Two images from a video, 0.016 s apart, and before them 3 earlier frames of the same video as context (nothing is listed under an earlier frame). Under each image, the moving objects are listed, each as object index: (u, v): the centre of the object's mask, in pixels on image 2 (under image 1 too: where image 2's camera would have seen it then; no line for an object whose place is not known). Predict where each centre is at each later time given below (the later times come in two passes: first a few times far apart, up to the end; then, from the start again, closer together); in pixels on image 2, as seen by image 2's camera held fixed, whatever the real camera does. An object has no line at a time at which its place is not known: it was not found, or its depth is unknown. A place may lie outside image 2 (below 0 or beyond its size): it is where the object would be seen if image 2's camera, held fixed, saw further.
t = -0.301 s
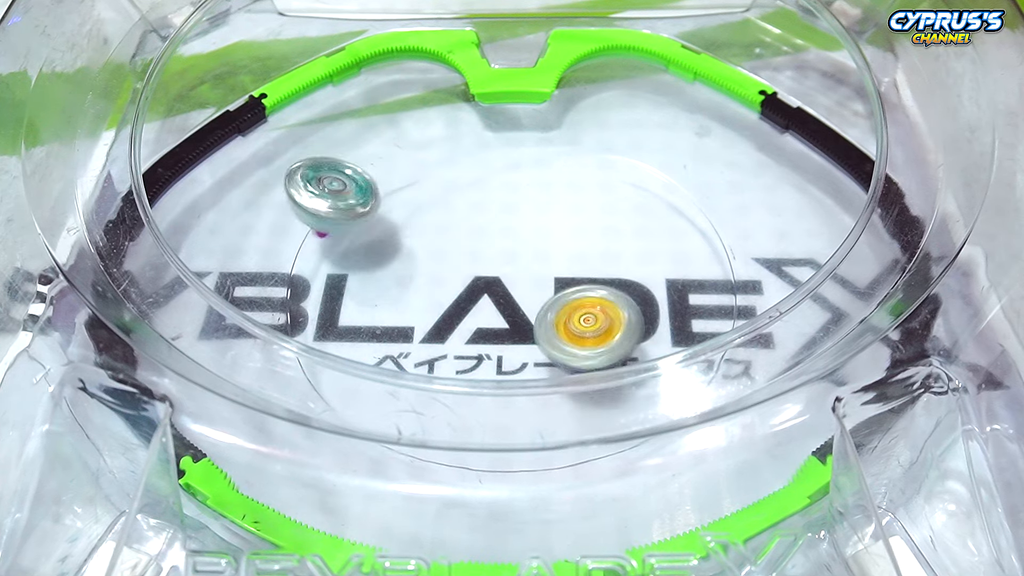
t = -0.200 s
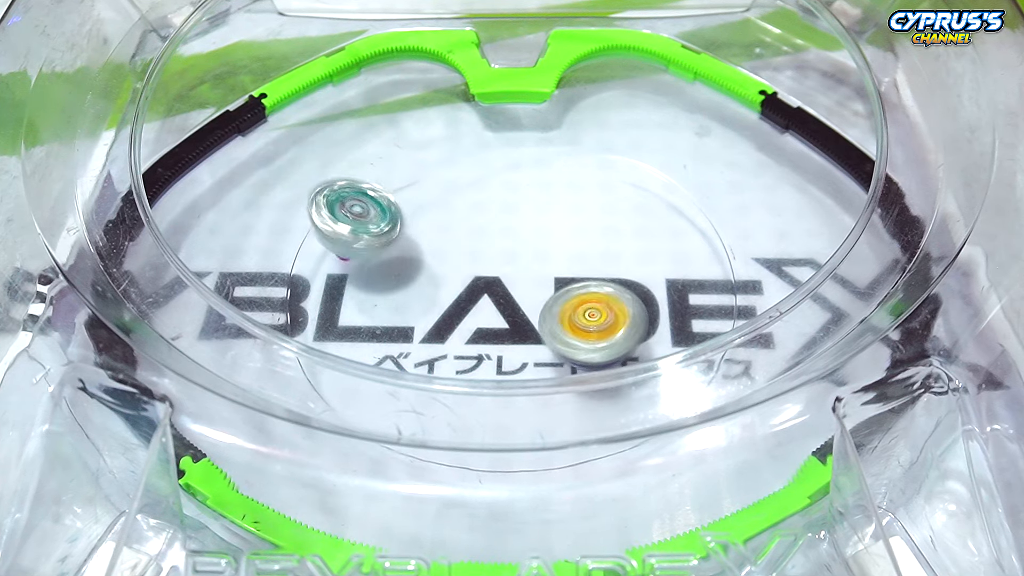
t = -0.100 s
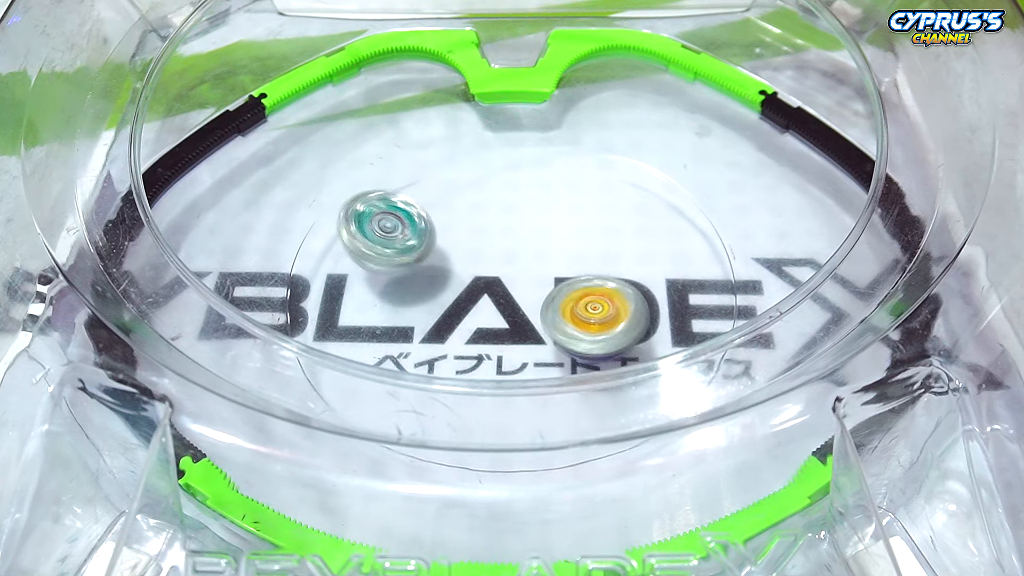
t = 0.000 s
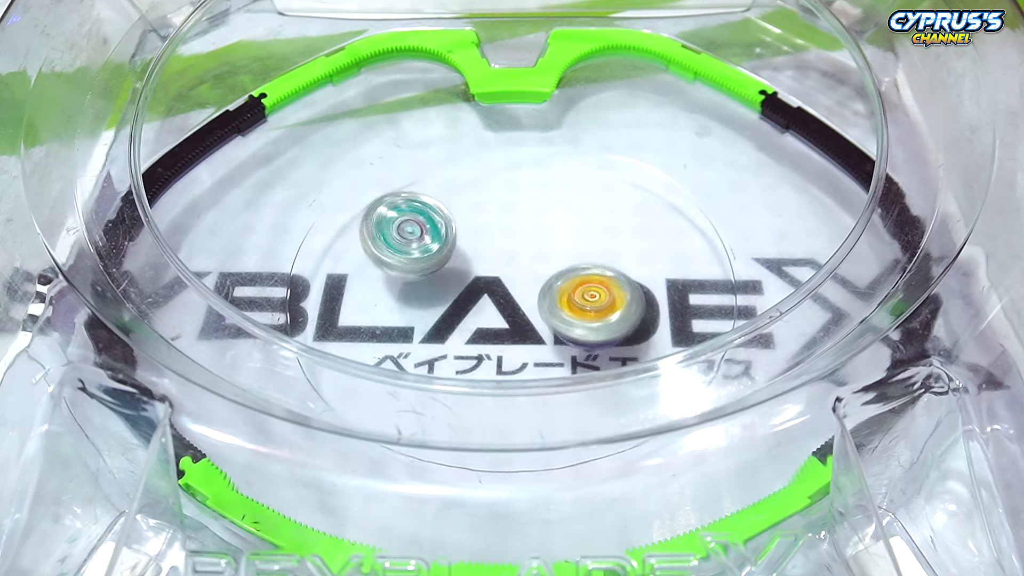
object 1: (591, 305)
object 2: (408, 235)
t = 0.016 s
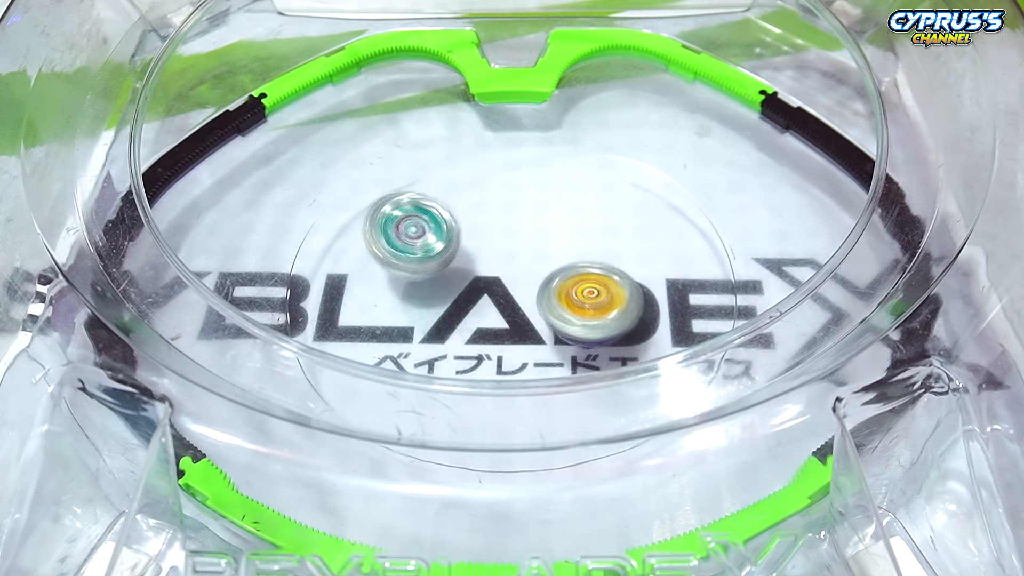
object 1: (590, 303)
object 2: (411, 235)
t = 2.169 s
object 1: (580, 267)
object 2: (465, 251)
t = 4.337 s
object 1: (402, 291)
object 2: (561, 325)
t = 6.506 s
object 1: (623, 329)
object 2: (486, 155)
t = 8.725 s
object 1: (567, 278)
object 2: (499, 233)
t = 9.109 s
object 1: (514, 296)
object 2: (544, 239)
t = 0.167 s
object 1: (571, 278)
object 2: (471, 226)
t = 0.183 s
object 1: (568, 274)
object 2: (480, 224)
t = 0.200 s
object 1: (566, 271)
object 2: (488, 222)
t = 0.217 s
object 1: (570, 273)
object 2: (492, 215)
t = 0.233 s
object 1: (574, 275)
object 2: (494, 208)
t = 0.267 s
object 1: (579, 277)
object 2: (497, 197)
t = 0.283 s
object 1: (580, 277)
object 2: (500, 193)
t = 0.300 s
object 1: (581, 276)
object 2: (502, 190)
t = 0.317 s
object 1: (581, 275)
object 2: (505, 187)
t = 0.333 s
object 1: (580, 274)
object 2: (508, 185)
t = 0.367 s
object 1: (580, 271)
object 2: (513, 183)
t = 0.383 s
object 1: (580, 270)
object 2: (516, 182)
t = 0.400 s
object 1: (580, 268)
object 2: (518, 181)
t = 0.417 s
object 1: (579, 266)
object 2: (521, 181)
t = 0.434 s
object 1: (579, 265)
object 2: (522, 181)
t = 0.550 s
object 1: (573, 254)
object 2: (528, 181)
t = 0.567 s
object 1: (572, 253)
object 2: (529, 182)
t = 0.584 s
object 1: (571, 251)
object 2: (530, 182)
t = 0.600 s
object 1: (571, 252)
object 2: (529, 181)
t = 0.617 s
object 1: (573, 262)
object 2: (528, 172)
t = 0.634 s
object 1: (573, 270)
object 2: (526, 166)
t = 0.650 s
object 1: (573, 277)
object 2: (525, 159)
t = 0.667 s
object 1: (573, 282)
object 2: (525, 157)
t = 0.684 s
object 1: (572, 284)
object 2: (524, 155)
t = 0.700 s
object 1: (572, 286)
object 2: (524, 155)
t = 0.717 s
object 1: (572, 287)
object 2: (524, 155)
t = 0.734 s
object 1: (572, 288)
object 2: (524, 157)
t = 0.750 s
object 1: (573, 290)
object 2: (523, 158)
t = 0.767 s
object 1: (572, 291)
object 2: (523, 160)
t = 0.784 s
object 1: (571, 292)
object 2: (522, 161)
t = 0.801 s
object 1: (571, 294)
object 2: (521, 163)
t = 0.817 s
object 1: (569, 295)
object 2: (520, 164)
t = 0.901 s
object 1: (563, 299)
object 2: (515, 173)
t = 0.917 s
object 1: (561, 300)
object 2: (513, 176)
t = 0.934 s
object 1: (559, 301)
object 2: (512, 179)
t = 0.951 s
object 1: (557, 301)
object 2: (509, 185)
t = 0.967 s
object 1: (555, 302)
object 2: (507, 189)
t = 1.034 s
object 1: (544, 302)
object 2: (499, 217)
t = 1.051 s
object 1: (542, 302)
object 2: (496, 226)
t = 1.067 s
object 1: (540, 303)
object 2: (494, 233)
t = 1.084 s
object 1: (540, 307)
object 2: (489, 235)
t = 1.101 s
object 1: (540, 314)
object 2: (486, 235)
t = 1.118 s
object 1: (537, 318)
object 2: (483, 236)
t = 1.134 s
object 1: (534, 323)
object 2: (481, 237)
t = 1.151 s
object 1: (531, 326)
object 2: (480, 238)
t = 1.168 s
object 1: (529, 328)
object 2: (479, 238)
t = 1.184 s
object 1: (527, 328)
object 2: (478, 239)
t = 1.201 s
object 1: (526, 327)
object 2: (477, 240)
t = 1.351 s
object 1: (518, 319)
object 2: (468, 245)
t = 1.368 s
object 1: (517, 317)
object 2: (467, 246)
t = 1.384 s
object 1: (515, 315)
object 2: (466, 245)
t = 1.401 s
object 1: (514, 313)
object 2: (465, 245)
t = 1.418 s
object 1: (514, 311)
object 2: (464, 245)
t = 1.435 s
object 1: (515, 316)
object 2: (462, 241)
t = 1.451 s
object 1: (519, 324)
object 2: (456, 230)
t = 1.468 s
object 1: (522, 329)
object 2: (449, 220)
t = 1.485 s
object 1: (523, 333)
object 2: (443, 210)
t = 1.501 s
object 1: (524, 334)
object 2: (437, 204)
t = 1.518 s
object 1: (523, 334)
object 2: (430, 194)
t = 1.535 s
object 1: (524, 334)
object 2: (422, 187)
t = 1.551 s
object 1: (525, 333)
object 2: (415, 182)
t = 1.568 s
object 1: (527, 332)
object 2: (408, 177)
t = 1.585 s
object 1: (529, 333)
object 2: (401, 174)
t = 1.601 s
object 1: (529, 333)
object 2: (396, 170)
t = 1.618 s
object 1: (530, 333)
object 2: (392, 169)
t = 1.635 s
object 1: (530, 332)
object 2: (388, 167)
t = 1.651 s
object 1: (531, 331)
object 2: (386, 166)
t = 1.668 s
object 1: (532, 330)
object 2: (384, 166)
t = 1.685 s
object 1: (533, 329)
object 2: (384, 165)
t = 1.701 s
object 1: (534, 328)
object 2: (383, 166)
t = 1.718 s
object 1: (535, 328)
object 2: (382, 165)
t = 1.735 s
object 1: (535, 326)
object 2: (382, 167)
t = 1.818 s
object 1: (541, 319)
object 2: (380, 170)
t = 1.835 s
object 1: (542, 317)
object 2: (380, 170)
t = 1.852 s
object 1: (543, 315)
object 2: (380, 171)
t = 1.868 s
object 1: (544, 313)
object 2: (381, 172)
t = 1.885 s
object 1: (545, 311)
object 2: (381, 173)
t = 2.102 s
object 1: (554, 273)
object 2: (437, 229)
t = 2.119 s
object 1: (555, 270)
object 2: (448, 238)
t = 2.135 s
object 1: (557, 267)
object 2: (460, 245)
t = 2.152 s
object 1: (564, 265)
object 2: (466, 248)
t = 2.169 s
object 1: (580, 267)
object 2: (465, 251)
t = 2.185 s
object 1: (598, 268)
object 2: (463, 251)
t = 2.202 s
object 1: (617, 269)
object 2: (462, 252)
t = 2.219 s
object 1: (631, 270)
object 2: (463, 254)
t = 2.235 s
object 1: (643, 270)
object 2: (465, 255)
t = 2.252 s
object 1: (652, 268)
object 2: (467, 257)
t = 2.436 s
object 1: (719, 245)
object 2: (500, 287)
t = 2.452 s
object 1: (722, 244)
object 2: (505, 291)
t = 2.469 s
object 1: (722, 243)
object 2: (509, 292)
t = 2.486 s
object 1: (721, 243)
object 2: (512, 294)
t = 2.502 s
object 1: (718, 242)
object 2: (516, 297)
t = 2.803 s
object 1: (665, 249)
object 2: (538, 311)
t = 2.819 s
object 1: (658, 250)
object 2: (538, 311)
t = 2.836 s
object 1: (651, 250)
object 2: (539, 311)
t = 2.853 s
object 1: (643, 250)
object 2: (539, 311)
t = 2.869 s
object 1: (635, 250)
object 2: (539, 311)
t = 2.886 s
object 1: (625, 250)
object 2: (539, 311)
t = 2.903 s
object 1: (615, 251)
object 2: (539, 310)
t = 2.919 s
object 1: (605, 250)
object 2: (539, 311)
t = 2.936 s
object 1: (599, 245)
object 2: (535, 313)
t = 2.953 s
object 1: (600, 235)
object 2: (525, 316)
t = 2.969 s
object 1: (600, 229)
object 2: (515, 321)
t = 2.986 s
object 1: (598, 222)
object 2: (507, 323)
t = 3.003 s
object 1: (596, 215)
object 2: (501, 323)
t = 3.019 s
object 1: (591, 209)
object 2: (497, 324)
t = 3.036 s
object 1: (585, 204)
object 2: (493, 322)
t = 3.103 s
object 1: (558, 187)
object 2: (482, 318)
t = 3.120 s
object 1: (552, 183)
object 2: (478, 317)
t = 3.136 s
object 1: (546, 179)
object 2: (476, 316)
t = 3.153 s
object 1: (539, 176)
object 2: (474, 314)
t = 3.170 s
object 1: (534, 172)
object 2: (471, 311)
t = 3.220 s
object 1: (517, 164)
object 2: (463, 303)
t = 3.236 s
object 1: (513, 161)
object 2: (460, 301)
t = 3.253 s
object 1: (508, 159)
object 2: (458, 298)
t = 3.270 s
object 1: (503, 157)
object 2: (456, 294)
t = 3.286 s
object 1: (498, 155)
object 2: (454, 291)
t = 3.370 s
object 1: (478, 148)
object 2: (448, 272)
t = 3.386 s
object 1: (475, 147)
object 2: (447, 269)
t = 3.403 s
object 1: (471, 147)
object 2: (447, 263)
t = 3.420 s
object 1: (468, 146)
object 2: (447, 260)
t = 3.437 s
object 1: (465, 146)
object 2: (447, 257)
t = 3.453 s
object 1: (462, 146)
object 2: (447, 252)
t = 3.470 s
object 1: (460, 146)
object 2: (447, 249)
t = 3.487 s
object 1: (457, 147)
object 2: (448, 245)
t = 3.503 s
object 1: (455, 147)
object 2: (449, 241)
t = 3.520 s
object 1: (453, 148)
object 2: (450, 238)
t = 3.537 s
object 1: (452, 149)
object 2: (451, 235)
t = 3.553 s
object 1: (450, 149)
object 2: (452, 232)
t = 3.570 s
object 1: (448, 150)
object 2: (454, 231)
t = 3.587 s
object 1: (447, 146)
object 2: (456, 234)
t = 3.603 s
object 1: (447, 144)
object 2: (458, 236)
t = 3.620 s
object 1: (446, 144)
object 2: (458, 238)
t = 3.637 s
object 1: (447, 144)
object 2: (458, 240)
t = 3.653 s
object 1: (446, 145)
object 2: (459, 241)
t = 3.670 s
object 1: (444, 147)
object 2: (459, 241)
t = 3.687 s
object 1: (443, 148)
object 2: (460, 242)
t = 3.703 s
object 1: (441, 148)
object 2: (461, 243)
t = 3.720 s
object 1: (440, 149)
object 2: (463, 243)
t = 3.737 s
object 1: (440, 150)
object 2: (464, 244)
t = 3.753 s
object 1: (440, 150)
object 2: (466, 245)
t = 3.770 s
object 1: (439, 152)
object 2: (468, 246)
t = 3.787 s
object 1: (438, 154)
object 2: (471, 247)
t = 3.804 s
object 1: (438, 156)
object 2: (474, 249)
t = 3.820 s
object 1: (437, 158)
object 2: (476, 251)
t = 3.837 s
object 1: (437, 161)
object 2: (479, 254)
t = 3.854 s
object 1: (436, 164)
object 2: (482, 256)
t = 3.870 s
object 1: (436, 168)
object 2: (485, 258)
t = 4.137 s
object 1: (442, 251)
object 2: (535, 296)
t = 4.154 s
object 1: (442, 258)
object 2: (537, 298)
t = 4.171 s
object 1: (443, 265)
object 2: (538, 300)
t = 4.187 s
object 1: (441, 268)
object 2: (541, 303)
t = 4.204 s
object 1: (434, 267)
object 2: (547, 307)
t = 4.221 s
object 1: (426, 271)
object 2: (551, 312)
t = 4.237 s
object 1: (421, 274)
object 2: (554, 313)
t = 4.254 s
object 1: (415, 278)
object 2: (558, 316)
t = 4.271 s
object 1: (413, 280)
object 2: (559, 319)
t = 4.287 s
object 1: (410, 283)
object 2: (560, 321)
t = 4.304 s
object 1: (407, 286)
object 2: (562, 322)
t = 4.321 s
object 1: (404, 289)
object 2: (561, 324)
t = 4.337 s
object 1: (402, 291)
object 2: (561, 325)
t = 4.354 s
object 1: (400, 294)
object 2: (561, 325)
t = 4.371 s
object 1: (398, 296)
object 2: (561, 326)
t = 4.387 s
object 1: (396, 298)
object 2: (561, 326)
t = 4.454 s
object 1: (390, 305)
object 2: (561, 324)
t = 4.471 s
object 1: (390, 306)
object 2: (562, 324)
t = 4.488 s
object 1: (389, 307)
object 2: (562, 323)
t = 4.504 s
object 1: (389, 308)
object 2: (561, 323)
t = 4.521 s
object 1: (389, 308)
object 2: (560, 322)
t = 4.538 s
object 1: (389, 309)
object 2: (559, 321)
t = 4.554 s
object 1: (391, 309)
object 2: (558, 321)
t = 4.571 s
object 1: (392, 310)
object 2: (556, 318)
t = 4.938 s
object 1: (459, 309)
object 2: (470, 226)
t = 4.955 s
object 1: (464, 309)
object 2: (467, 222)
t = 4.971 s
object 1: (469, 308)
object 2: (465, 220)
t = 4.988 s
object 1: (475, 308)
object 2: (464, 216)
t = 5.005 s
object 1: (481, 307)
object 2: (463, 213)
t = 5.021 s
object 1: (486, 306)
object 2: (462, 211)
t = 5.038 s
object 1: (492, 305)
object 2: (462, 208)
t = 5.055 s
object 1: (499, 305)
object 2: (462, 208)
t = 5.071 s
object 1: (505, 304)
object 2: (462, 207)
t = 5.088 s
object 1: (512, 304)
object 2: (462, 205)
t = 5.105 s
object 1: (518, 303)
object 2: (463, 206)
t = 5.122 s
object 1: (524, 303)
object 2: (463, 206)
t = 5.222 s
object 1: (558, 299)
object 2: (463, 208)
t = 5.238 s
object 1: (564, 298)
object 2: (463, 209)
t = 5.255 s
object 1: (569, 298)
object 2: (464, 209)
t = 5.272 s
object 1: (574, 297)
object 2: (466, 210)
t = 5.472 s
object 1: (612, 292)
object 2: (505, 246)
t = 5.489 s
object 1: (614, 292)
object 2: (509, 250)
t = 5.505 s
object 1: (614, 291)
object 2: (514, 255)
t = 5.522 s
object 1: (615, 291)
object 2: (518, 260)
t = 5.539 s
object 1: (616, 292)
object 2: (521, 264)
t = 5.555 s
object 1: (624, 294)
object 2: (517, 265)
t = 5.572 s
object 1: (629, 296)
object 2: (515, 266)
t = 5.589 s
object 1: (631, 297)
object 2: (514, 267)
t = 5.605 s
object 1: (632, 298)
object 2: (513, 267)
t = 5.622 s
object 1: (634, 298)
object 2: (512, 267)
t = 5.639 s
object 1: (635, 297)
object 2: (512, 268)
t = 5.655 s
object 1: (636, 297)
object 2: (511, 268)
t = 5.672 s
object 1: (637, 298)
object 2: (510, 269)
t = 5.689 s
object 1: (637, 298)
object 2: (509, 268)
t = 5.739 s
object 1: (636, 298)
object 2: (506, 269)
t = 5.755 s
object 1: (635, 298)
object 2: (505, 267)
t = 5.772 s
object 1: (635, 298)
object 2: (505, 268)
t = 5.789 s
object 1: (634, 299)
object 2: (504, 268)
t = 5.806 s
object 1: (632, 299)
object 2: (503, 268)
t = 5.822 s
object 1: (629, 299)
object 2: (502, 267)
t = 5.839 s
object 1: (627, 298)
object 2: (501, 267)
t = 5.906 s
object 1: (614, 297)
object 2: (499, 264)
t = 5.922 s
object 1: (610, 295)
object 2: (499, 264)
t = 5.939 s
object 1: (607, 295)
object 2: (498, 263)
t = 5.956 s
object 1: (601, 293)
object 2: (499, 262)
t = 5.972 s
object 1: (598, 293)
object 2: (499, 262)
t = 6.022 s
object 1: (593, 292)
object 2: (492, 255)
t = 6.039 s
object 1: (593, 292)
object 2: (488, 253)
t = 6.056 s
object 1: (592, 294)
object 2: (487, 251)
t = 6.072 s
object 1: (590, 293)
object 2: (487, 248)
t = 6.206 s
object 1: (574, 278)
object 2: (490, 240)
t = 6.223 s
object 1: (575, 279)
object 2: (490, 237)
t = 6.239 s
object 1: (576, 280)
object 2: (491, 235)
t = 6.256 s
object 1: (576, 280)
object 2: (492, 234)
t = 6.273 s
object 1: (575, 280)
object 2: (494, 232)
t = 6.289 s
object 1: (573, 279)
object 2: (497, 231)
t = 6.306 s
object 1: (573, 278)
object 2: (500, 229)
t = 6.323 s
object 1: (581, 287)
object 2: (498, 219)
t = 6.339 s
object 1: (592, 298)
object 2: (494, 210)
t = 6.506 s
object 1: (623, 329)
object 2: (486, 155)
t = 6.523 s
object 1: (623, 329)
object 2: (486, 153)
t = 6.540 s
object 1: (624, 329)
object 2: (486, 151)
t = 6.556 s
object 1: (623, 330)
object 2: (487, 152)
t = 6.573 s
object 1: (623, 331)
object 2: (488, 154)
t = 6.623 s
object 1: (620, 331)
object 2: (491, 156)
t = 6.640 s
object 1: (618, 331)
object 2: (492, 158)
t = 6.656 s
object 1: (615, 331)
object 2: (494, 161)
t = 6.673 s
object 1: (613, 331)
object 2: (495, 163)
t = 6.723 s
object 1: (605, 328)
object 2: (503, 175)
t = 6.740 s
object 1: (602, 328)
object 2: (505, 180)
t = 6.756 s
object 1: (598, 327)
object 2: (508, 186)
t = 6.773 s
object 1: (594, 324)
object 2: (510, 192)
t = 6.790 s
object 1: (587, 321)
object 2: (513, 197)
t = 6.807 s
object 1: (583, 318)
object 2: (515, 203)
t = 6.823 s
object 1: (579, 315)
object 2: (517, 211)
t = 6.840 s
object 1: (573, 311)
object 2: (518, 218)
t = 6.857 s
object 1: (567, 307)
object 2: (519, 224)
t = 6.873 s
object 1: (561, 303)
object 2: (519, 229)
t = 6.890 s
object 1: (560, 303)
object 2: (518, 234)
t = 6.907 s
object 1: (559, 304)
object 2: (515, 235)
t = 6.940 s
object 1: (553, 303)
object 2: (511, 230)
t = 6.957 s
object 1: (550, 301)
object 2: (507, 234)
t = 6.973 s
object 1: (549, 300)
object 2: (505, 231)
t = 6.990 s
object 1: (549, 302)
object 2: (498, 234)
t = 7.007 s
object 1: (547, 302)
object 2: (493, 234)
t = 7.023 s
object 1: (545, 302)
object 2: (489, 232)
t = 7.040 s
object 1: (544, 301)
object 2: (483, 231)
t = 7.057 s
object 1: (543, 299)
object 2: (478, 230)
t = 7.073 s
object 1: (543, 298)
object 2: (474, 229)
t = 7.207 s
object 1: (541, 287)
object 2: (448, 223)
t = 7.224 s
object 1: (543, 285)
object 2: (447, 222)
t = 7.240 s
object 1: (542, 284)
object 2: (447, 220)
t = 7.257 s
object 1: (542, 282)
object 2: (447, 220)
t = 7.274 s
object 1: (542, 281)
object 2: (447, 221)
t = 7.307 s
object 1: (541, 275)
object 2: (449, 222)
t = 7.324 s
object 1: (541, 273)
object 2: (449, 222)
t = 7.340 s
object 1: (542, 271)
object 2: (449, 223)
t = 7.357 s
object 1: (543, 269)
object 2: (450, 224)
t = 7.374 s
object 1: (543, 267)
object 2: (451, 225)
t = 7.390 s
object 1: (543, 265)
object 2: (451, 226)
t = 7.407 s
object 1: (544, 264)
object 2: (453, 227)
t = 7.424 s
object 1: (544, 261)
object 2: (455, 227)
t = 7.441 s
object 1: (544, 259)
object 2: (456, 228)
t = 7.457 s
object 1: (550, 259)
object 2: (457, 227)
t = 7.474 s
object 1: (556, 263)
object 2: (457, 227)
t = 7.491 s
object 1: (562, 268)
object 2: (458, 229)
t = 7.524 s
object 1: (569, 272)
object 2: (463, 228)
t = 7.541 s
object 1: (572, 274)
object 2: (466, 229)
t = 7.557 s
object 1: (573, 275)
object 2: (469, 233)
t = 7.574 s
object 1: (575, 275)
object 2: (469, 235)
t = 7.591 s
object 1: (578, 275)
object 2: (469, 238)
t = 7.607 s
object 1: (581, 276)
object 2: (470, 242)
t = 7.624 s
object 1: (583, 277)
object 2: (472, 244)
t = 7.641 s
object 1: (586, 278)
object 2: (474, 247)
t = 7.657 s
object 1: (587, 280)
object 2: (476, 251)
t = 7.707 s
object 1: (588, 282)
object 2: (483, 261)
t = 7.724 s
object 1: (589, 284)
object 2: (483, 265)
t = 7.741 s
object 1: (590, 285)
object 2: (484, 268)
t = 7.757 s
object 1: (590, 286)
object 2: (486, 273)
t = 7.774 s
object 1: (589, 287)
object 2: (487, 277)
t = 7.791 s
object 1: (591, 288)
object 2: (488, 280)
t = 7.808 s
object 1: (596, 292)
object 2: (482, 283)
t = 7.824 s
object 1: (600, 293)
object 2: (477, 284)
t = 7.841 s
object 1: (602, 295)
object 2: (473, 284)
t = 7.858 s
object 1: (600, 297)
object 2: (471, 284)
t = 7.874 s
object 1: (599, 299)
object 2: (468, 285)
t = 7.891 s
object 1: (598, 299)
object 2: (465, 285)
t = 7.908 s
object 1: (595, 300)
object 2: (464, 284)
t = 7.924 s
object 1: (594, 299)
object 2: (462, 283)
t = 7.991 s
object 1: (589, 299)
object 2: (455, 276)
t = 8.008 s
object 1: (584, 299)
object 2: (453, 273)
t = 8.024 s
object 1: (581, 299)
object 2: (451, 271)
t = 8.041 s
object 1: (579, 298)
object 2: (451, 268)
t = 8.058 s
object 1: (575, 296)
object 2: (453, 265)
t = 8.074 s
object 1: (572, 295)
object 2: (456, 264)
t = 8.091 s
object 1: (569, 293)
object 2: (459, 263)
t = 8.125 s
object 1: (561, 289)
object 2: (464, 259)
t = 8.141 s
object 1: (557, 287)
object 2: (465, 258)
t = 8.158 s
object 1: (554, 284)
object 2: (466, 257)
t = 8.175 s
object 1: (558, 287)
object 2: (465, 256)
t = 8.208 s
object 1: (563, 290)
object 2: (458, 248)
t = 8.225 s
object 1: (564, 291)
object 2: (454, 242)
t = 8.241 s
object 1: (563, 291)
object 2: (453, 237)
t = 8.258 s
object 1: (563, 291)
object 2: (452, 235)
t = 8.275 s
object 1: (560, 290)
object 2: (452, 231)
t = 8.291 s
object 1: (560, 288)
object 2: (453, 229)
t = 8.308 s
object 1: (559, 285)
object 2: (456, 226)
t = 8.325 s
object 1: (560, 284)
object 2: (458, 225)
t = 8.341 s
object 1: (561, 282)
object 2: (461, 230)
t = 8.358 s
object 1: (564, 281)
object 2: (463, 223)
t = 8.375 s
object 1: (567, 281)
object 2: (465, 228)
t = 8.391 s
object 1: (567, 280)
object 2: (469, 222)
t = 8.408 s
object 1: (567, 280)
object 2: (472, 221)
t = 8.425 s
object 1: (566, 278)
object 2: (477, 222)
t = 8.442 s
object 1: (565, 278)
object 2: (480, 224)
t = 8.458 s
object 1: (563, 275)
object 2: (482, 224)
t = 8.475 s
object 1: (563, 273)
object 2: (485, 226)
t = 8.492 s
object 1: (563, 271)
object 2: (487, 227)
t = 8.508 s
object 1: (564, 270)
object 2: (489, 229)
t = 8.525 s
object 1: (565, 269)
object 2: (490, 230)
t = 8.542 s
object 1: (566, 268)
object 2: (490, 234)
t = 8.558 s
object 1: (568, 268)
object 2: (490, 236)
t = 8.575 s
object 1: (567, 267)
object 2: (490, 239)
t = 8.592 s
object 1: (568, 267)
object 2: (490, 239)
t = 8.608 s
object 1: (568, 269)
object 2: (490, 238)
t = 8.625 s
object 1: (568, 270)
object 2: (491, 238)
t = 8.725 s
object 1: (567, 278)
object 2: (499, 233)
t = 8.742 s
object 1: (568, 281)
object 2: (500, 231)
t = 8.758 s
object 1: (568, 287)
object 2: (501, 230)
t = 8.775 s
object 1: (566, 291)
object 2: (502, 231)
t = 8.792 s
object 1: (565, 294)
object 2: (504, 231)
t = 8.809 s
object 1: (563, 297)
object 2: (506, 232)
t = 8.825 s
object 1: (562, 298)
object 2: (509, 233)
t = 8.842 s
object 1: (561, 299)
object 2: (511, 233)
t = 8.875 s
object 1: (559, 302)
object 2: (514, 235)
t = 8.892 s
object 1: (558, 303)
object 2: (516, 236)
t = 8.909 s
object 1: (556, 304)
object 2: (518, 236)
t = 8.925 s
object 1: (552, 306)
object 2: (520, 236)
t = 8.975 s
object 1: (539, 306)
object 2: (527, 236)
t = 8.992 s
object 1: (532, 307)
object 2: (531, 237)
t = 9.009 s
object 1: (527, 307)
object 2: (534, 239)
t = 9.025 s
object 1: (523, 305)
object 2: (538, 240)
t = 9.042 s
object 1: (520, 302)
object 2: (542, 240)
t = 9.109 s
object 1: (514, 296)
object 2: (544, 239)
